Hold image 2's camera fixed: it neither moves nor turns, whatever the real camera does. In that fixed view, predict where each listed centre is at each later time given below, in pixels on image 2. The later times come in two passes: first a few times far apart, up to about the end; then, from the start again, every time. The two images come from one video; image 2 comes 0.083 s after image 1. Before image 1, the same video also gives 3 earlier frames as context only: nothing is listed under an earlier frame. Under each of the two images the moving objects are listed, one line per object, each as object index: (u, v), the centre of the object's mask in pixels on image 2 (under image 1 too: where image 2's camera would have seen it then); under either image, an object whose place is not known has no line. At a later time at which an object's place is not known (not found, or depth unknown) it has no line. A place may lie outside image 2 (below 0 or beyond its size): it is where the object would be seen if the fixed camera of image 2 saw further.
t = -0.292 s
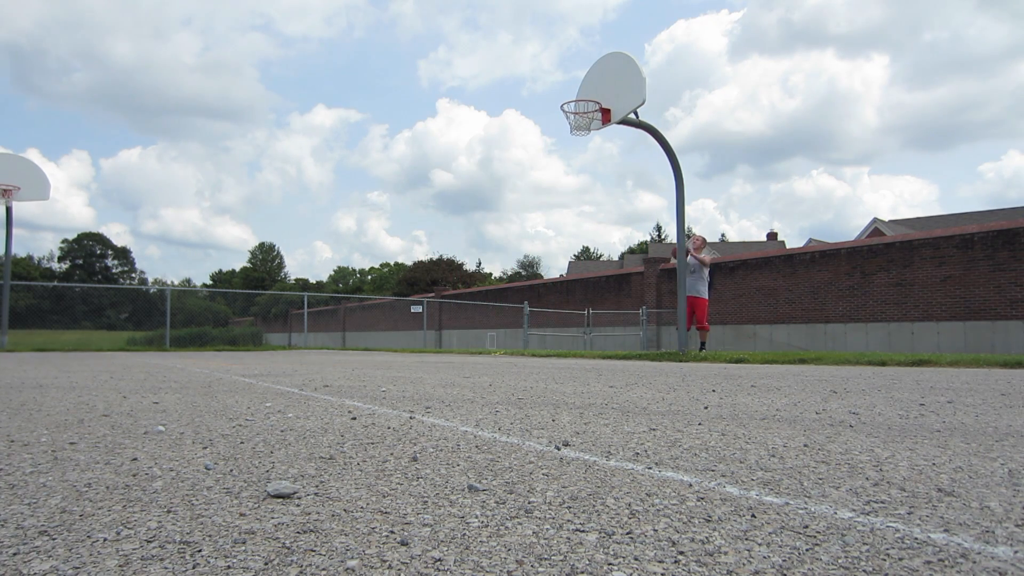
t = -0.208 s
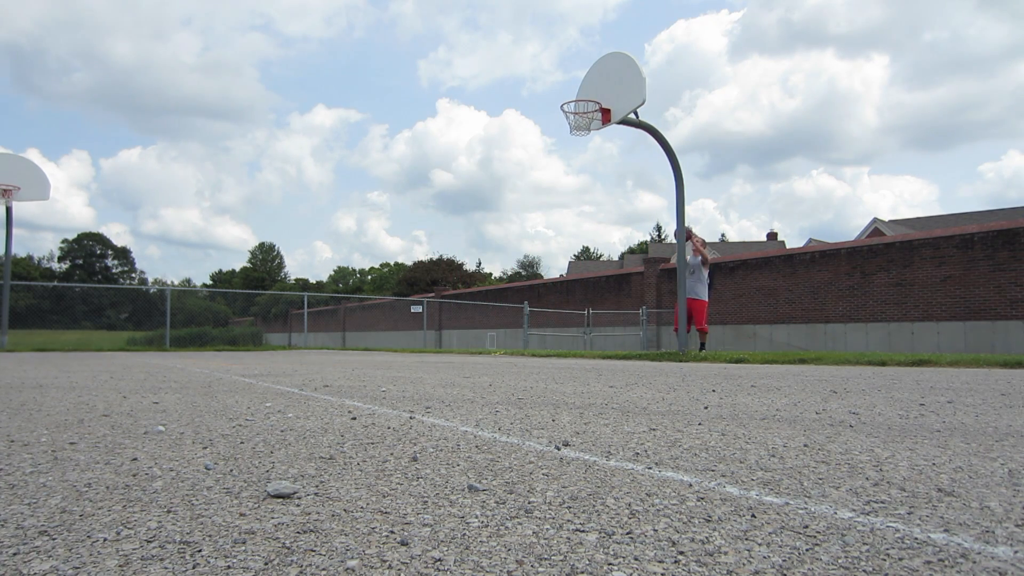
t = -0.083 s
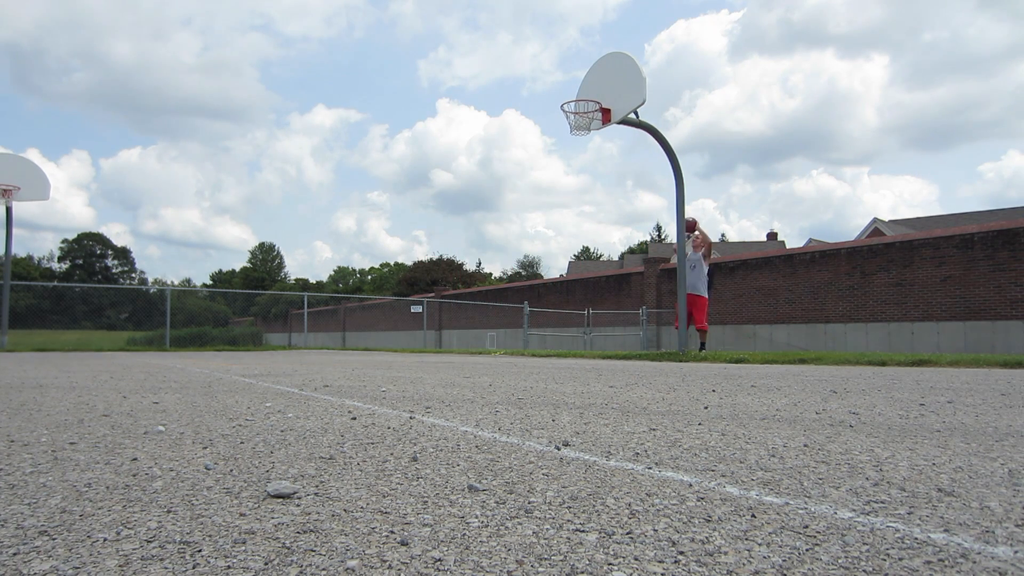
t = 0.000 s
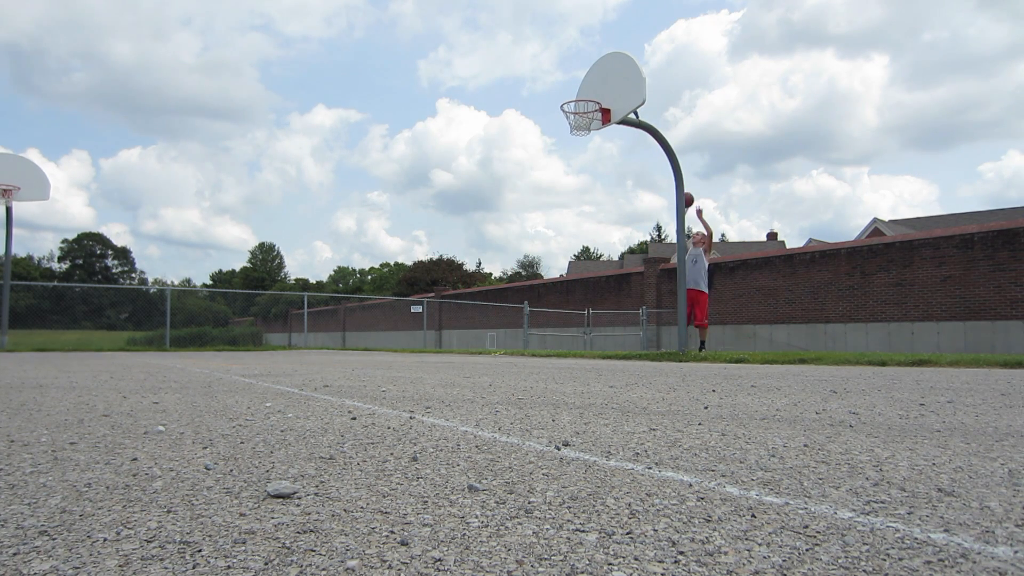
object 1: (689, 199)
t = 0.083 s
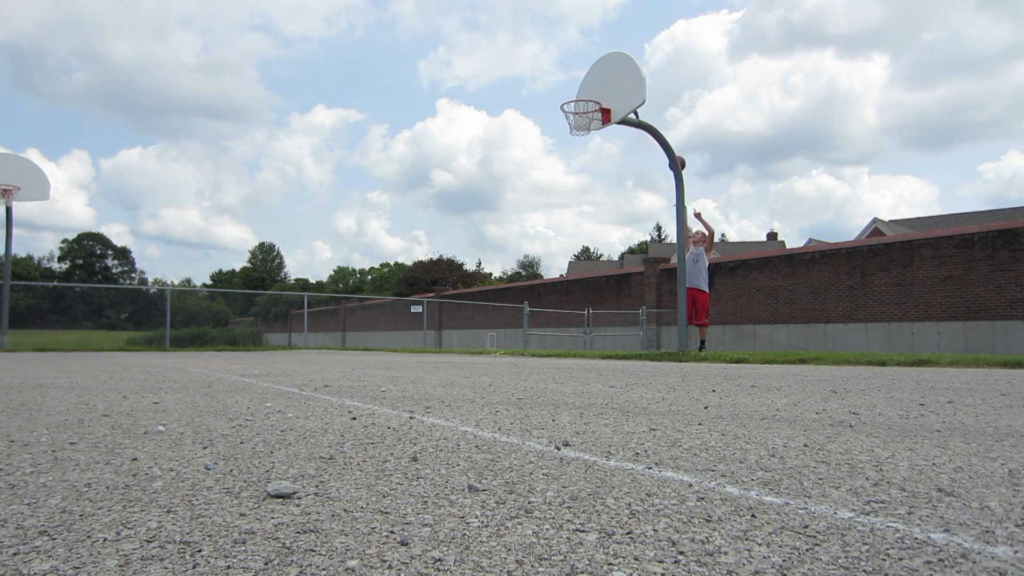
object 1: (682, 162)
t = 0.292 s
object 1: (656, 92)
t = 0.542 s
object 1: (630, 43)
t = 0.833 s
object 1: (600, 40)
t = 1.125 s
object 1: (569, 103)
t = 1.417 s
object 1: (572, 126)
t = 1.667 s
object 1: (574, 134)
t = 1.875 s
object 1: (586, 175)
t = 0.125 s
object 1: (676, 145)
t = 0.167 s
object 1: (669, 131)
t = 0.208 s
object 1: (664, 117)
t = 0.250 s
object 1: (660, 104)
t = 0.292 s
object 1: (656, 92)
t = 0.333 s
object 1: (652, 81)
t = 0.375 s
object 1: (649, 71)
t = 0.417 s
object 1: (645, 62)
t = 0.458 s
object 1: (640, 54)
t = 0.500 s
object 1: (635, 48)
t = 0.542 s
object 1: (630, 43)
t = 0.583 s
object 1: (626, 39)
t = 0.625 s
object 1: (622, 36)
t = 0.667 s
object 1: (617, 34)
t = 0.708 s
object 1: (613, 34)
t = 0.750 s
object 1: (609, 35)
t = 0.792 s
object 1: (604, 37)
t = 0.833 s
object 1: (600, 40)
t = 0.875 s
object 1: (596, 45)
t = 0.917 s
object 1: (591, 51)
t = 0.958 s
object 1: (586, 58)
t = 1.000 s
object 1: (582, 67)
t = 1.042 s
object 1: (578, 78)
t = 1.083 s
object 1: (573, 90)
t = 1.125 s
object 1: (569, 103)
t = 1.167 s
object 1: (580, 107)
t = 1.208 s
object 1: (590, 113)
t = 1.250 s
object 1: (586, 118)
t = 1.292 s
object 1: (583, 128)
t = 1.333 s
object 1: (576, 127)
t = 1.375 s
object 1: (573, 126)
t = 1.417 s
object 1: (572, 126)
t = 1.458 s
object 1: (570, 126)
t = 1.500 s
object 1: (570, 127)
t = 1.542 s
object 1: (570, 127)
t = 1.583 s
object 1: (571, 128)
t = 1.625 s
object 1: (573, 131)
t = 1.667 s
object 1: (574, 134)
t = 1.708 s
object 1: (577, 139)
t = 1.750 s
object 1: (579, 145)
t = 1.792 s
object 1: (581, 154)
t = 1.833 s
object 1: (584, 164)
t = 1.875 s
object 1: (586, 175)
